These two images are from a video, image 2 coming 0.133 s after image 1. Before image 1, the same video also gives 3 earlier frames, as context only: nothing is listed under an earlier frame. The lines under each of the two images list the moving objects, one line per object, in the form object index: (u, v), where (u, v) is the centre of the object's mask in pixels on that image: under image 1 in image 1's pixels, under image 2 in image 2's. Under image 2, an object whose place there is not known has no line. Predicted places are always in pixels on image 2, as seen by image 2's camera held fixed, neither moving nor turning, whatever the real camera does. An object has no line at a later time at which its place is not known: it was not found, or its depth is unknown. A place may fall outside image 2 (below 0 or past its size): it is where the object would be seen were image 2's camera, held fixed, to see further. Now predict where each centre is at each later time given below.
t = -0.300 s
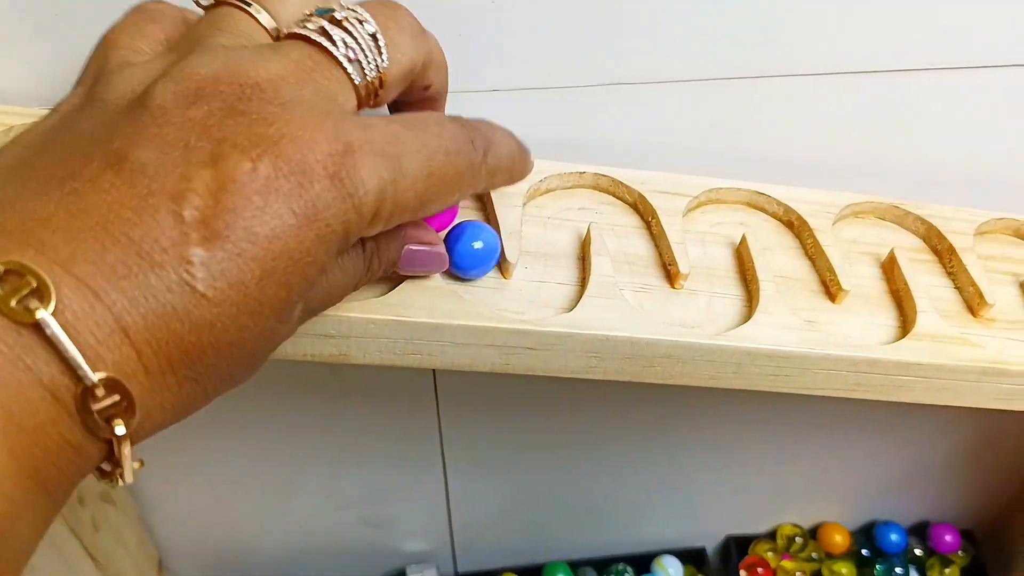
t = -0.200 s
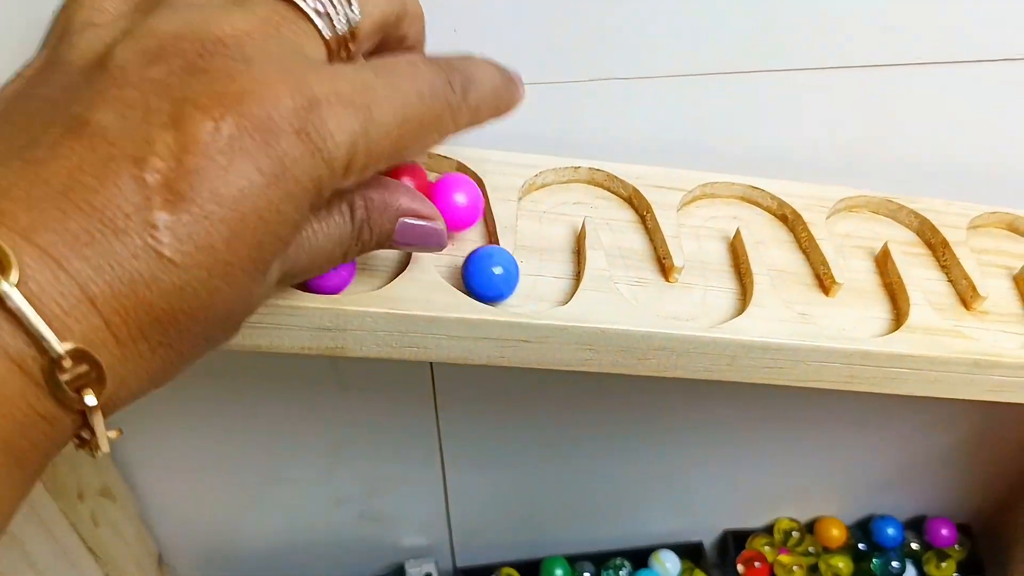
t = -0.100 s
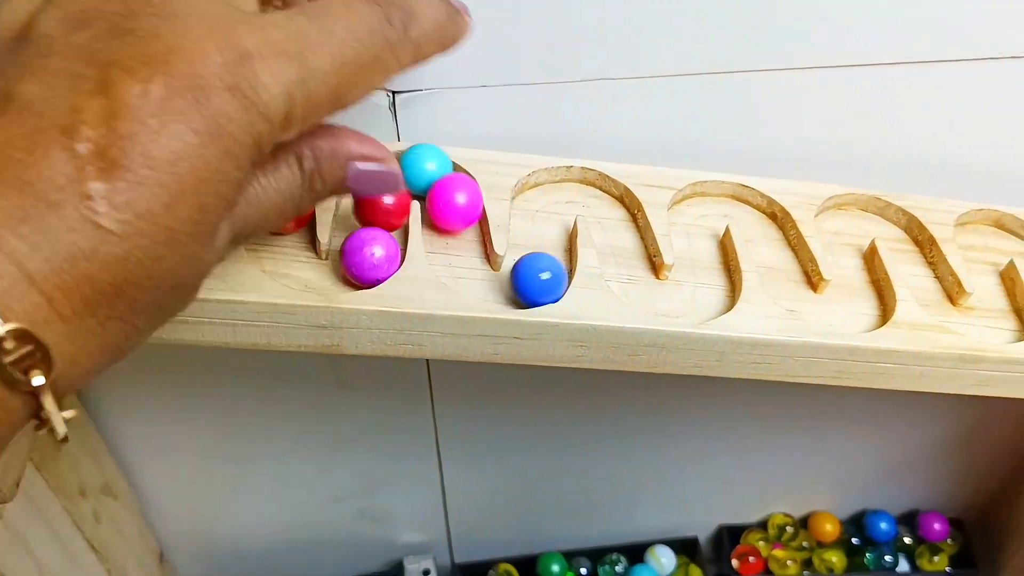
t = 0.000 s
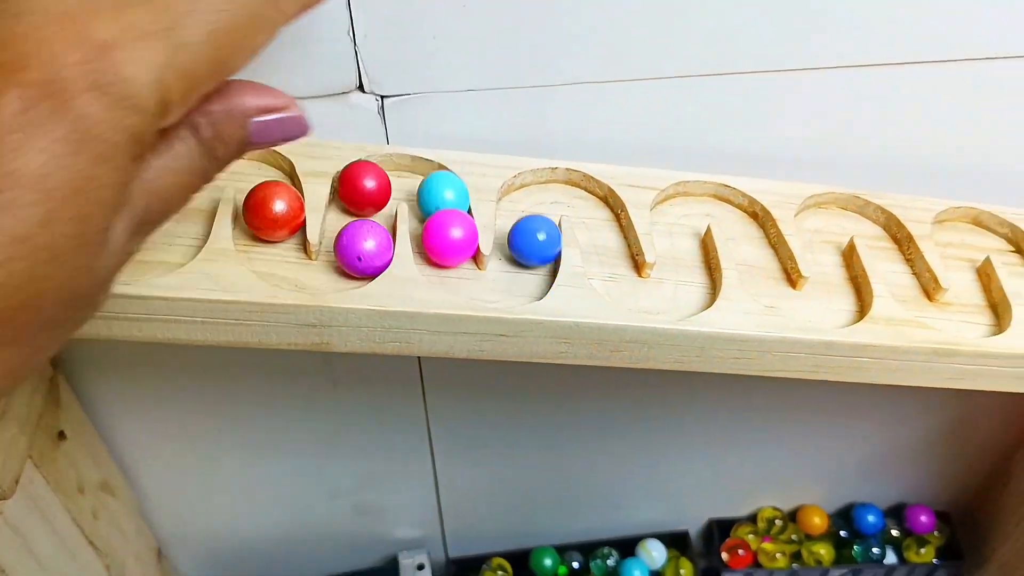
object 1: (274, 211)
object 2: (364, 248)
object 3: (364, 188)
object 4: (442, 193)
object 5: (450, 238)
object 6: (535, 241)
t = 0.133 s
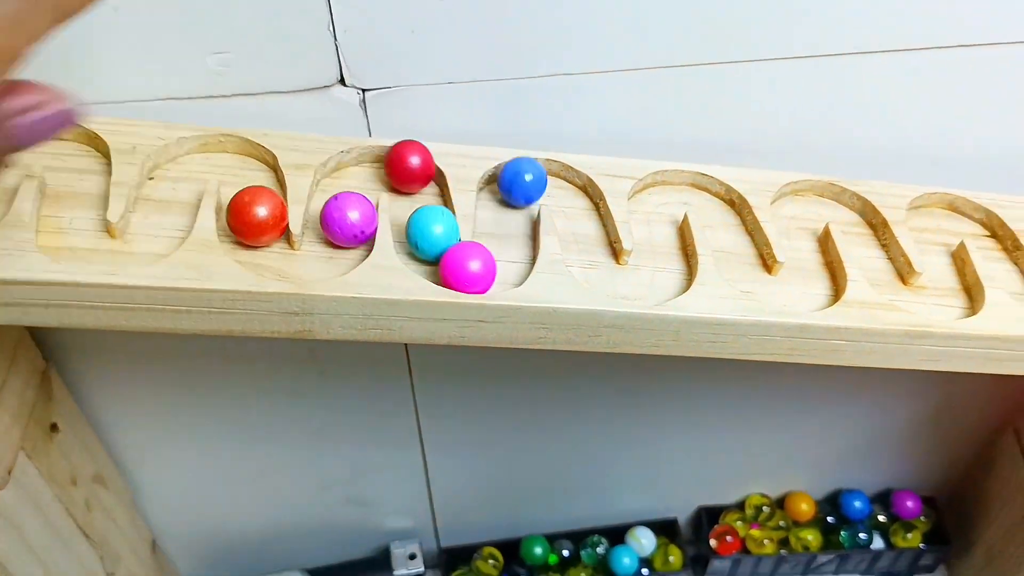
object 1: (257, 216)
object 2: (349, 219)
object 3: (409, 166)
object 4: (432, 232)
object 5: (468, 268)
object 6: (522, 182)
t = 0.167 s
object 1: (257, 220)
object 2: (349, 215)
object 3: (420, 179)
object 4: (437, 244)
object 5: (486, 268)
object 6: (532, 172)
